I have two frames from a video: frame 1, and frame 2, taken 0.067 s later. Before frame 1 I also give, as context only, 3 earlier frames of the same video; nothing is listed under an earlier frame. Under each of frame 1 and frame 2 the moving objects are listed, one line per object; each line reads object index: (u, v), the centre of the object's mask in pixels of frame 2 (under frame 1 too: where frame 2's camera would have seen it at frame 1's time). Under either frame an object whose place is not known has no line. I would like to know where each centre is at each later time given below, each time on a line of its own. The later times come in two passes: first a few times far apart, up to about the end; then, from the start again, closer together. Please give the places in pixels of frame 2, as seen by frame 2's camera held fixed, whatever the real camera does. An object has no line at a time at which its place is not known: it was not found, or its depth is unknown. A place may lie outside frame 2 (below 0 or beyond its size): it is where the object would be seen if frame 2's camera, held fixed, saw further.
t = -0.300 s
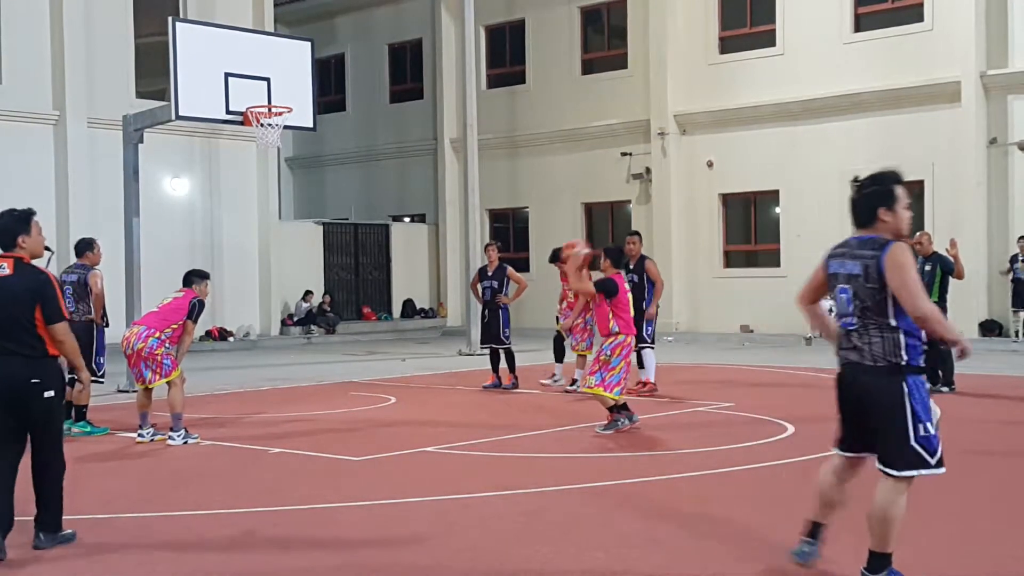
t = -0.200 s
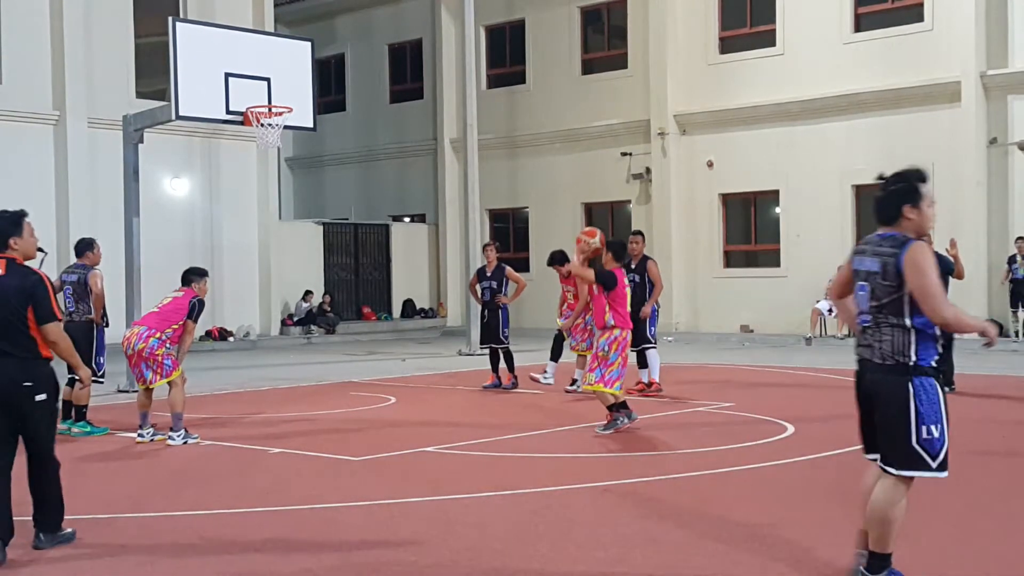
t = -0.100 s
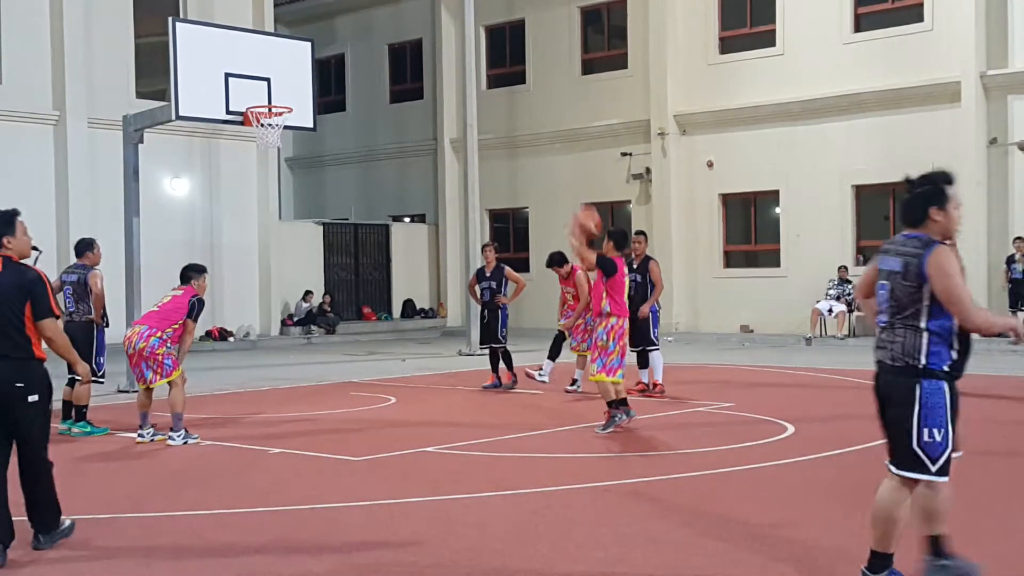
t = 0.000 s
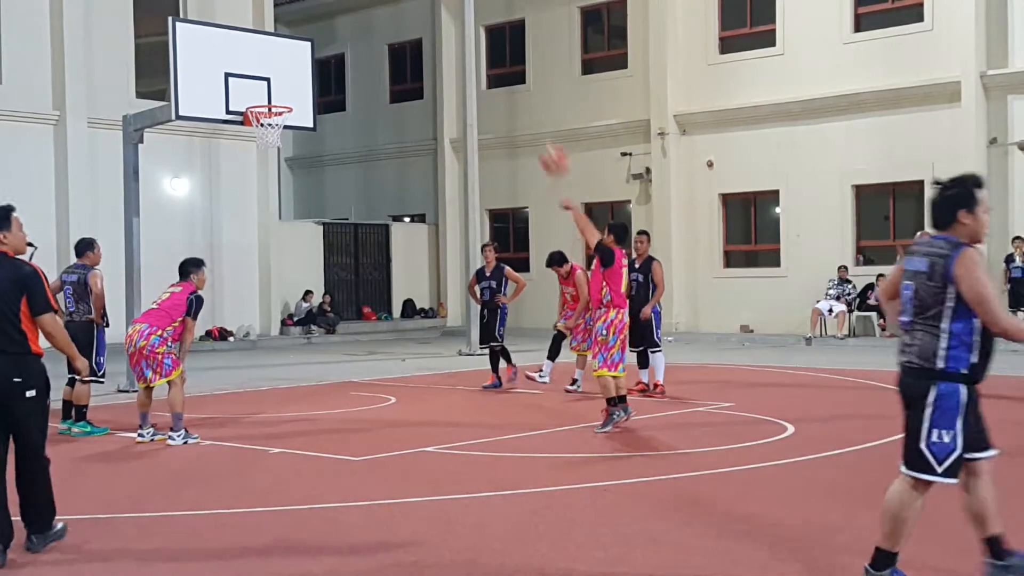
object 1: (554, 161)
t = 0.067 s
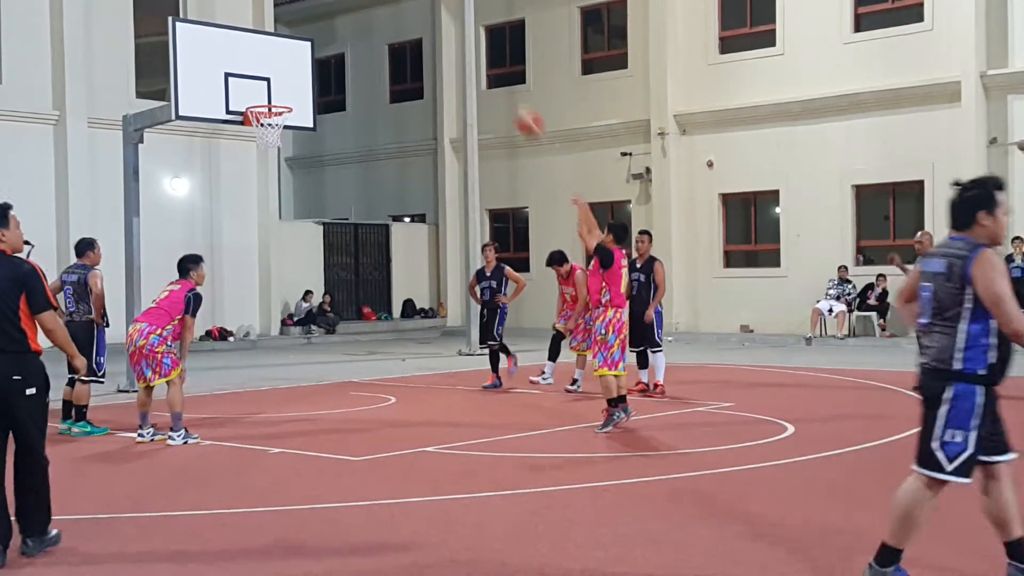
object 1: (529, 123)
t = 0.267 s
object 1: (460, 43)
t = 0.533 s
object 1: (378, 8)
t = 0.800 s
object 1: (309, 37)
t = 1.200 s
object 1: (269, 120)
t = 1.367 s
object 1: (272, 151)
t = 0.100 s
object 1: (517, 106)
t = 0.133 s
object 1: (503, 88)
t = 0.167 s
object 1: (494, 75)
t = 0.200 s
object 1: (482, 63)
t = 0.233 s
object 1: (470, 52)
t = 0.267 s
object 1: (460, 43)
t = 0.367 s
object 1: (428, 18)
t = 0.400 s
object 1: (417, 13)
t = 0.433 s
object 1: (407, 10)
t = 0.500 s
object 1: (387, 8)
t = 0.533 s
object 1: (378, 8)
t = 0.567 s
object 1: (369, 8)
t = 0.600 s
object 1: (359, 9)
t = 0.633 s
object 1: (350, 10)
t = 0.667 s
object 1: (341, 13)
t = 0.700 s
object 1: (333, 18)
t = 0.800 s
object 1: (309, 37)
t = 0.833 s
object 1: (299, 46)
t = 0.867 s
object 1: (291, 56)
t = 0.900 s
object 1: (283, 67)
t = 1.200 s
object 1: (269, 120)
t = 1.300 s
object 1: (266, 135)
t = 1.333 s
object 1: (268, 148)
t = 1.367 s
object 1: (272, 151)
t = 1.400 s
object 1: (276, 156)
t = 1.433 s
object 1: (279, 163)
